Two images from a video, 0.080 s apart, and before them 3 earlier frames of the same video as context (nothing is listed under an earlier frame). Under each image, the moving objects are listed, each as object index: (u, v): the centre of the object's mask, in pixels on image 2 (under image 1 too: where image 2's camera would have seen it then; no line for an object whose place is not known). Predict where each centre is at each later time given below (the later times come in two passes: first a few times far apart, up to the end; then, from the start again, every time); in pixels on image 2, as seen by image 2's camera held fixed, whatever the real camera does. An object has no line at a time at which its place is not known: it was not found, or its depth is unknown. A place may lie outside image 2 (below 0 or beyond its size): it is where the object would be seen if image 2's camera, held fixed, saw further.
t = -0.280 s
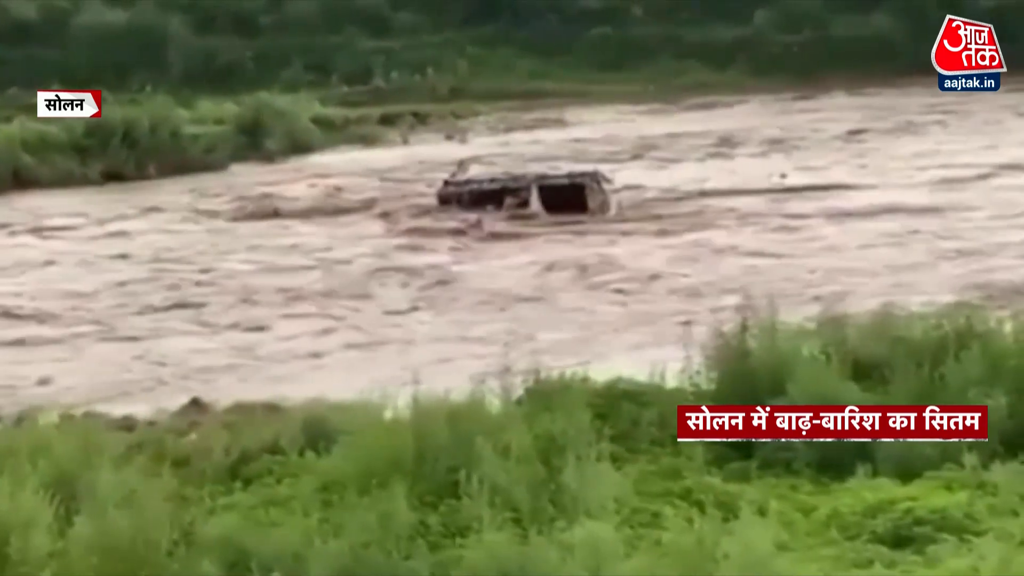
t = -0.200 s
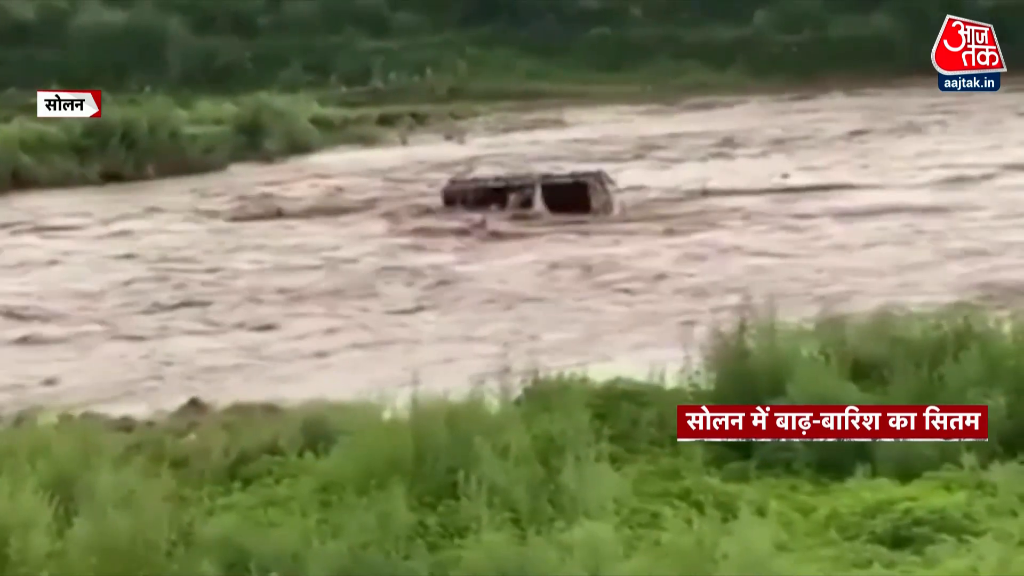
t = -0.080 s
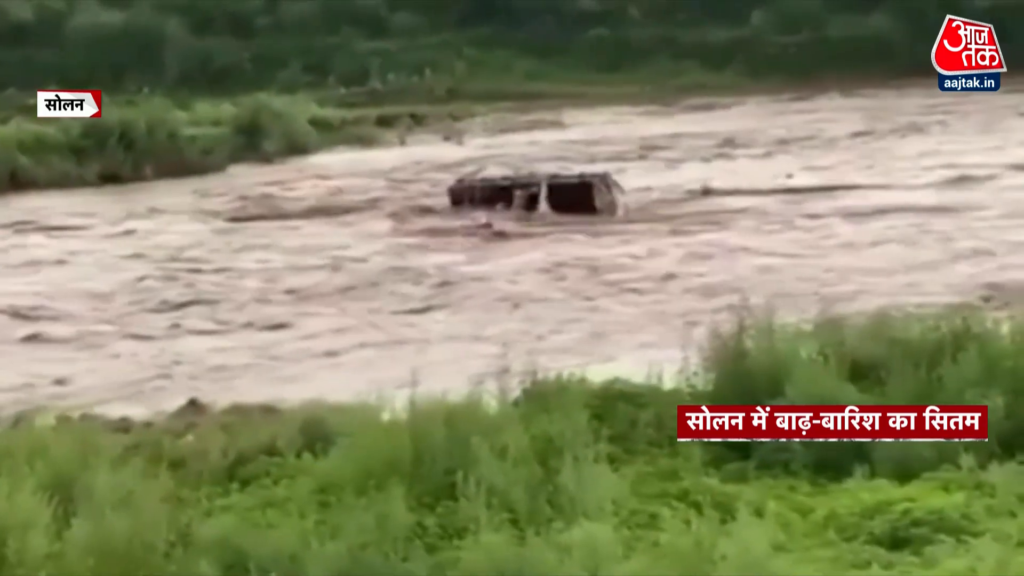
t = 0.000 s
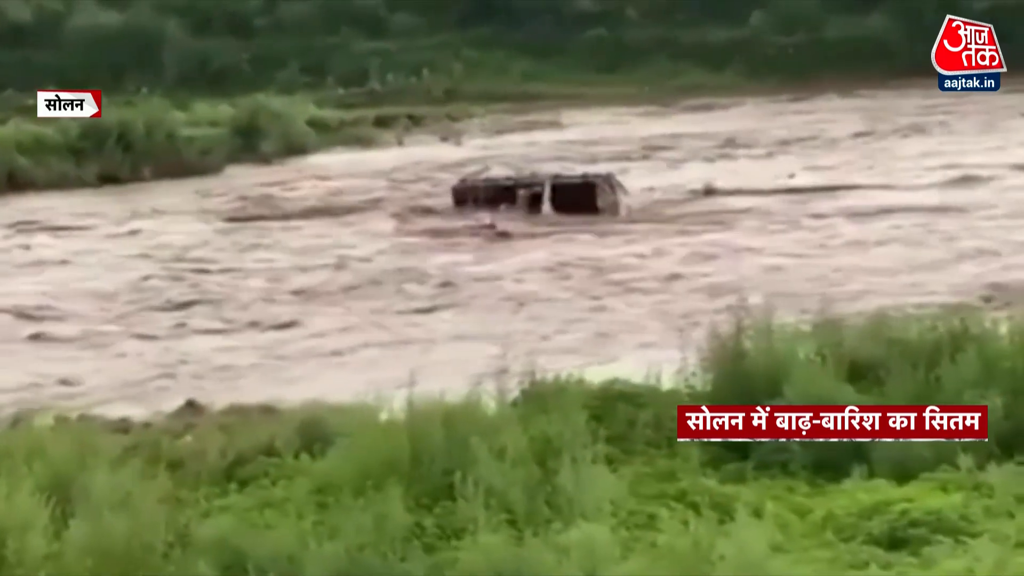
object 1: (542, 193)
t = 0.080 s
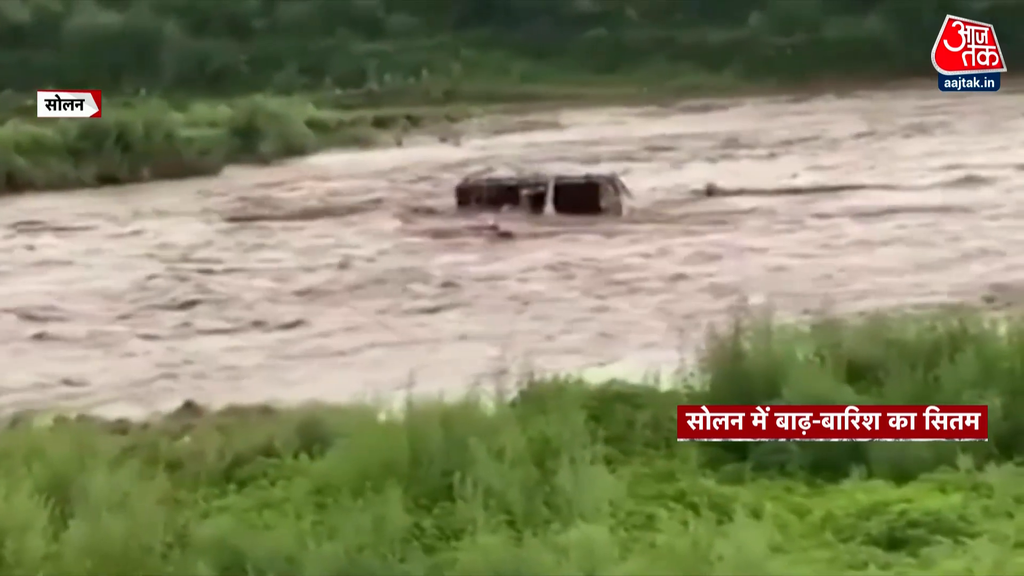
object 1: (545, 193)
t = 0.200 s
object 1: (552, 193)
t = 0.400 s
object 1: (564, 192)
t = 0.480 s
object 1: (568, 191)
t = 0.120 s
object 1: (548, 194)
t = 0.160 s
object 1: (549, 193)
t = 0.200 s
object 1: (552, 193)
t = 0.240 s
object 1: (554, 193)
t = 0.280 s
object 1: (556, 193)
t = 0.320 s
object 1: (559, 192)
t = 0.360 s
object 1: (562, 192)
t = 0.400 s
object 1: (564, 192)
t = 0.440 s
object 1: (567, 191)
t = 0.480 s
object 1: (568, 191)
